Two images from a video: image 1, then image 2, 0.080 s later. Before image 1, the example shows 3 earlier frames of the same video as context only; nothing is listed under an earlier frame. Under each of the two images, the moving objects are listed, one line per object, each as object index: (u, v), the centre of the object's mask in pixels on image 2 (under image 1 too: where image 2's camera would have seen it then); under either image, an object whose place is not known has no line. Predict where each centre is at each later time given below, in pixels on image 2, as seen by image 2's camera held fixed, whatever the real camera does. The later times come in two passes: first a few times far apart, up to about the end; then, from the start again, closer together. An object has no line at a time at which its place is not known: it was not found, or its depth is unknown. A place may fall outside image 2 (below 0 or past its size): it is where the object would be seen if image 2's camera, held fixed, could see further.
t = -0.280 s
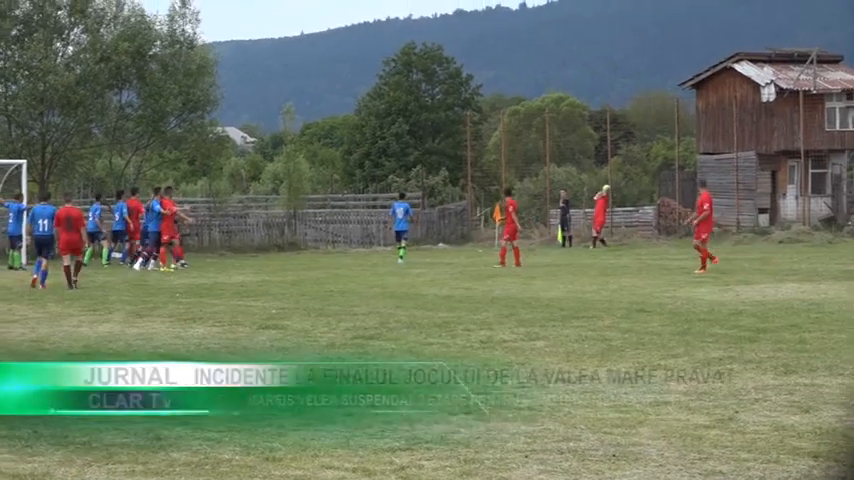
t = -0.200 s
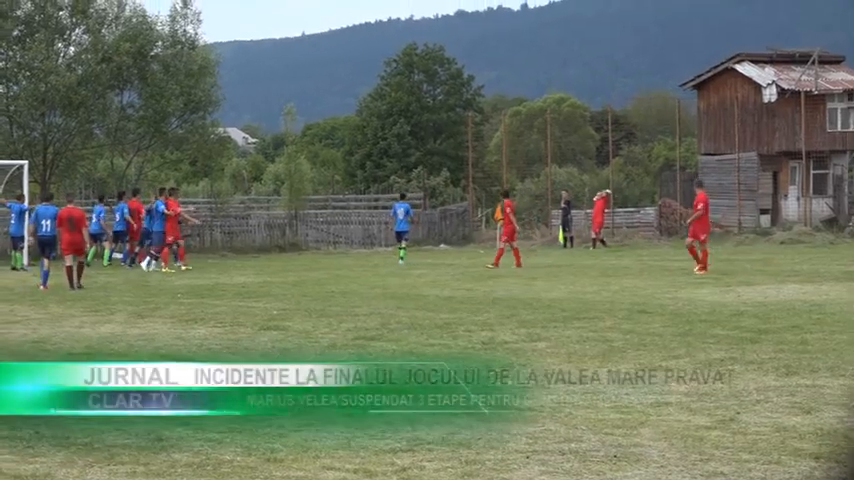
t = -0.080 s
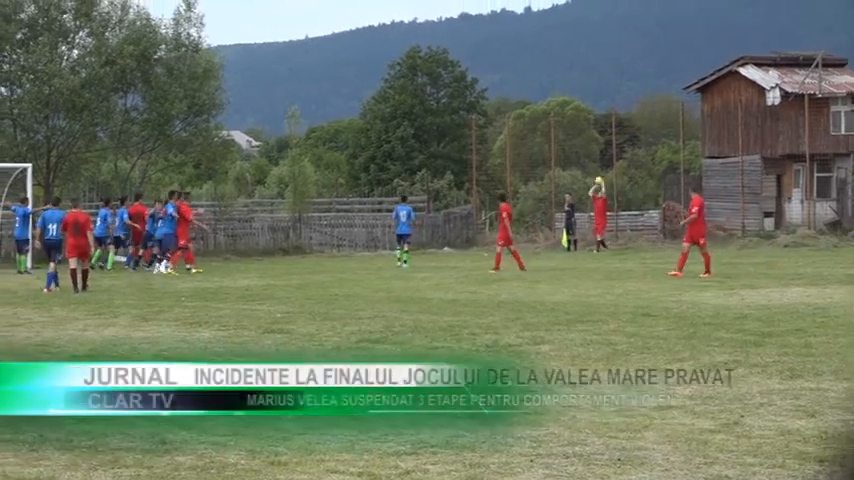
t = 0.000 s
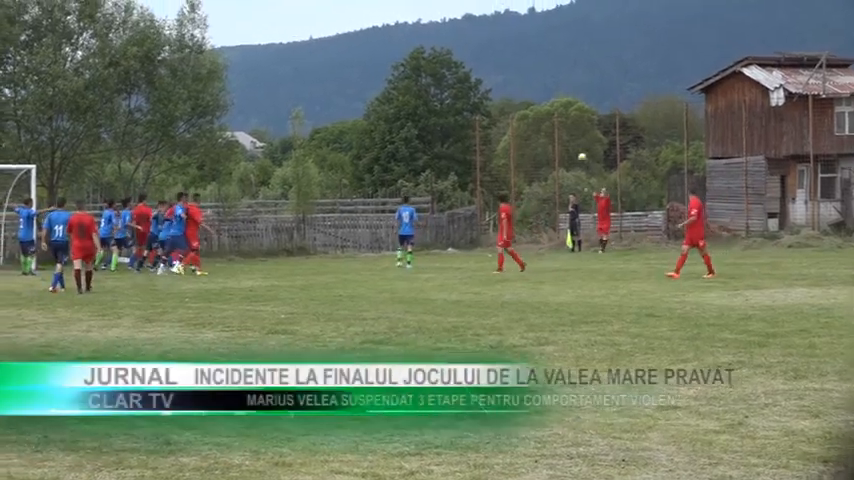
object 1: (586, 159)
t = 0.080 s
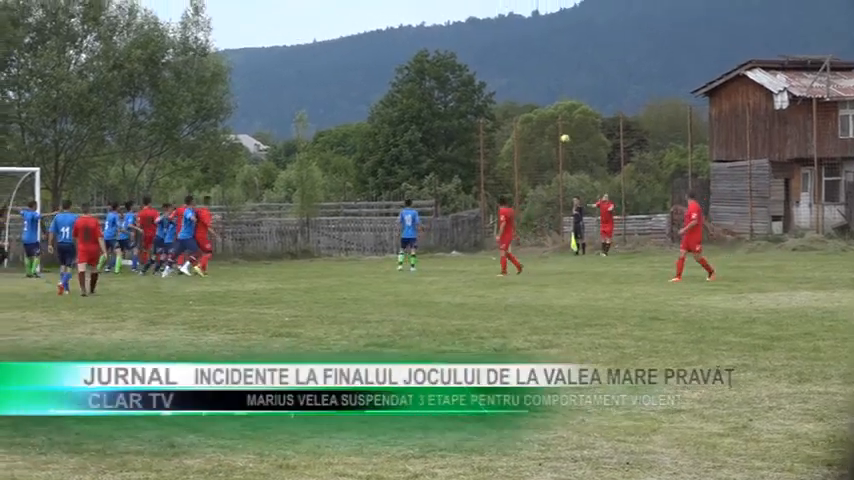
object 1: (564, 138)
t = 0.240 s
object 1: (521, 101)
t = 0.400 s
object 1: (477, 73)
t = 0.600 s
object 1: (423, 50)
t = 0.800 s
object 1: (367, 40)
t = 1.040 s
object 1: (300, 46)
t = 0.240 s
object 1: (521, 101)
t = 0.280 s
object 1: (510, 93)
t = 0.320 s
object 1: (499, 87)
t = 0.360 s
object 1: (488, 80)
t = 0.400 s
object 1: (477, 73)
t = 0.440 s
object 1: (466, 67)
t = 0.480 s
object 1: (456, 62)
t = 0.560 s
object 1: (433, 53)
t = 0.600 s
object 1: (423, 50)
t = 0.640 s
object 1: (412, 47)
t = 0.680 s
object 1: (401, 44)
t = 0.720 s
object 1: (390, 42)
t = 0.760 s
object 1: (378, 42)
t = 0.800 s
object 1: (367, 40)
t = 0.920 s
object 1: (334, 41)
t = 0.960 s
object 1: (322, 42)
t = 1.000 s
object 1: (312, 43)
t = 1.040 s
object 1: (300, 46)
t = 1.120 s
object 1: (278, 54)
